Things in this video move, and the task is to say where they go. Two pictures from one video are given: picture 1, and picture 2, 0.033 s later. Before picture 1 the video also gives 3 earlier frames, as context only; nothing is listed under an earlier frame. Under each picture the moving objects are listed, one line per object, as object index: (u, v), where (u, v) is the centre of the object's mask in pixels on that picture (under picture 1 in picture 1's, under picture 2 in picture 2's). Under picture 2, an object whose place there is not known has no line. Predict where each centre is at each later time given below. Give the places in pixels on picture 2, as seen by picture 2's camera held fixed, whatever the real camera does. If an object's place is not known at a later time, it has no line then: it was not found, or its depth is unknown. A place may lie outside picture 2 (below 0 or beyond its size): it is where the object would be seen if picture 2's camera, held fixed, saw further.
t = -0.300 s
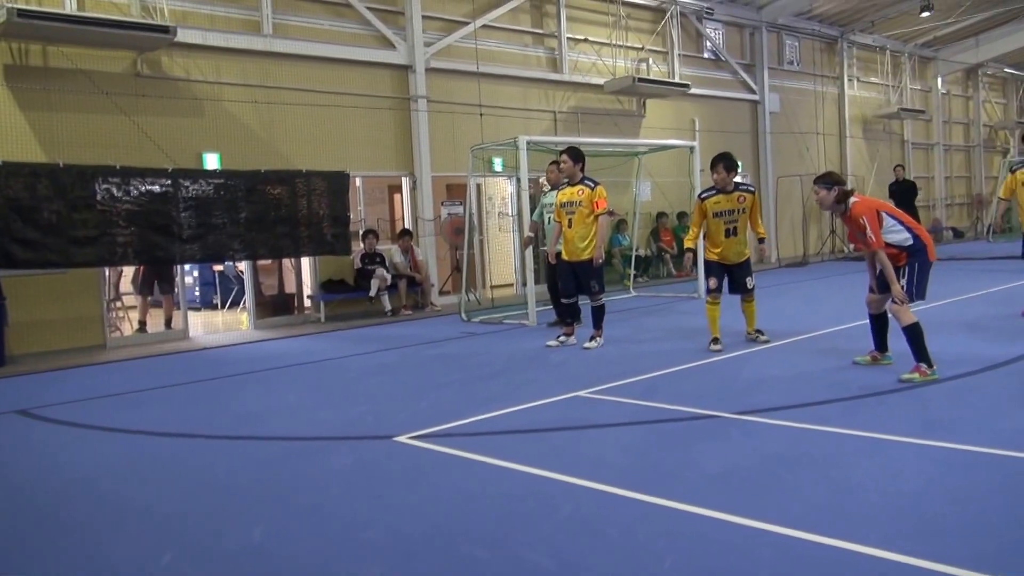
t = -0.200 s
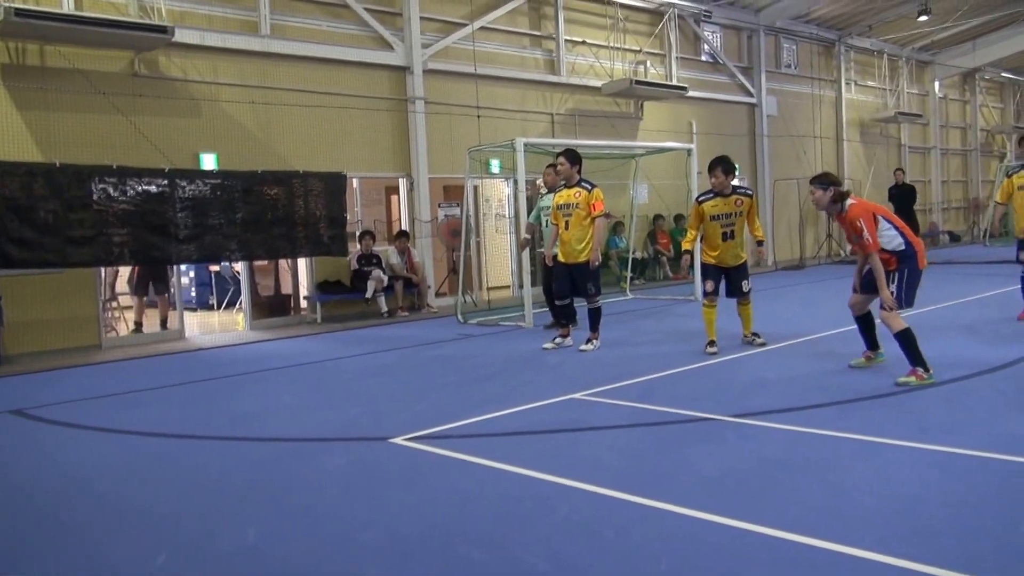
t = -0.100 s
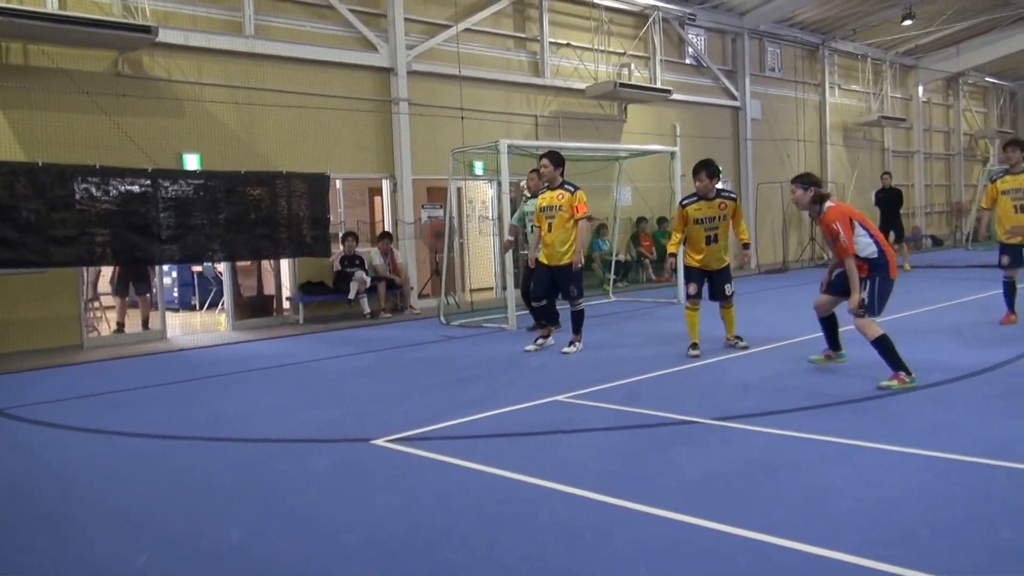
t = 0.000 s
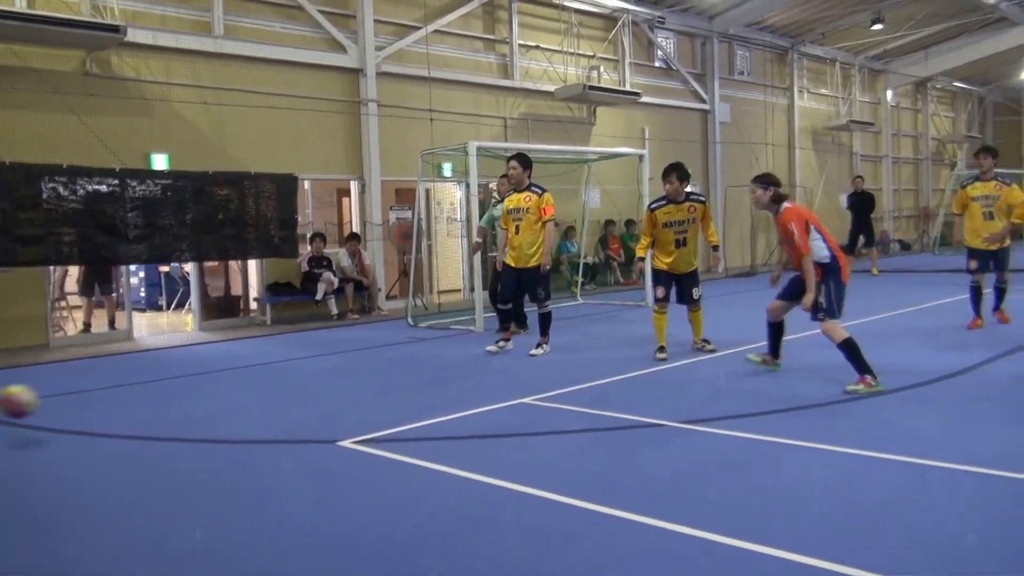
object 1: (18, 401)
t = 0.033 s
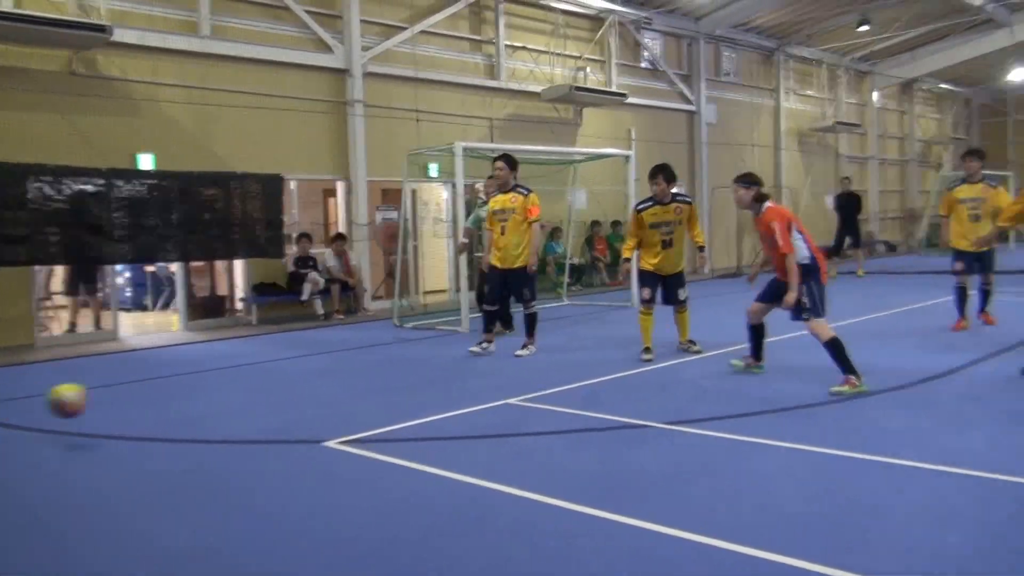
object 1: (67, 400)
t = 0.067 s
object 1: (133, 403)
